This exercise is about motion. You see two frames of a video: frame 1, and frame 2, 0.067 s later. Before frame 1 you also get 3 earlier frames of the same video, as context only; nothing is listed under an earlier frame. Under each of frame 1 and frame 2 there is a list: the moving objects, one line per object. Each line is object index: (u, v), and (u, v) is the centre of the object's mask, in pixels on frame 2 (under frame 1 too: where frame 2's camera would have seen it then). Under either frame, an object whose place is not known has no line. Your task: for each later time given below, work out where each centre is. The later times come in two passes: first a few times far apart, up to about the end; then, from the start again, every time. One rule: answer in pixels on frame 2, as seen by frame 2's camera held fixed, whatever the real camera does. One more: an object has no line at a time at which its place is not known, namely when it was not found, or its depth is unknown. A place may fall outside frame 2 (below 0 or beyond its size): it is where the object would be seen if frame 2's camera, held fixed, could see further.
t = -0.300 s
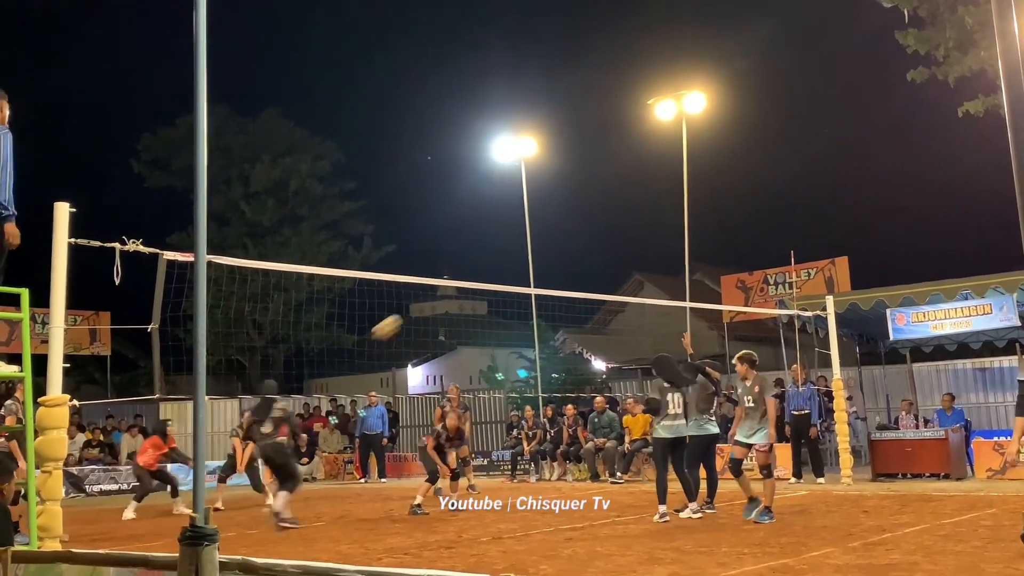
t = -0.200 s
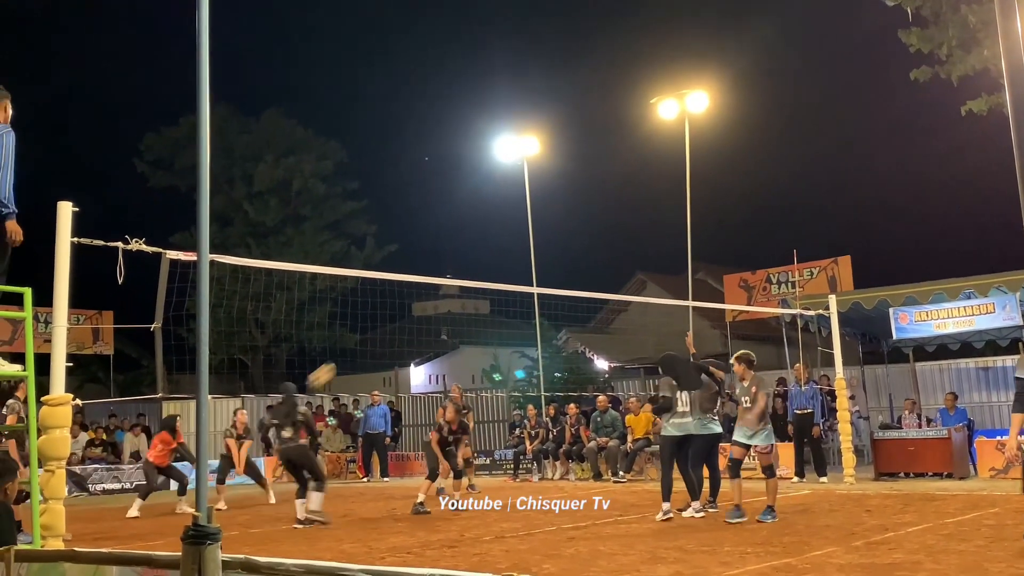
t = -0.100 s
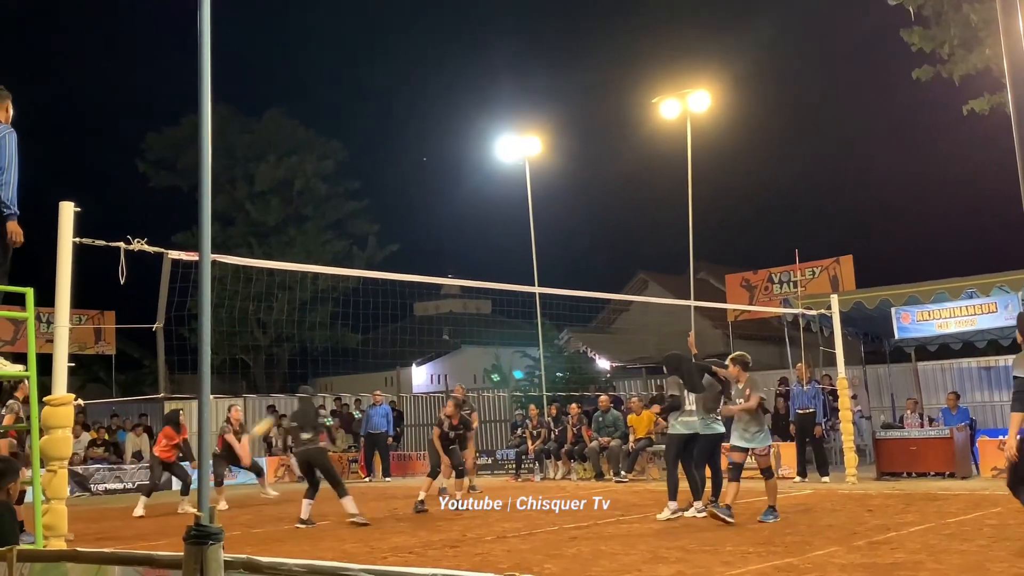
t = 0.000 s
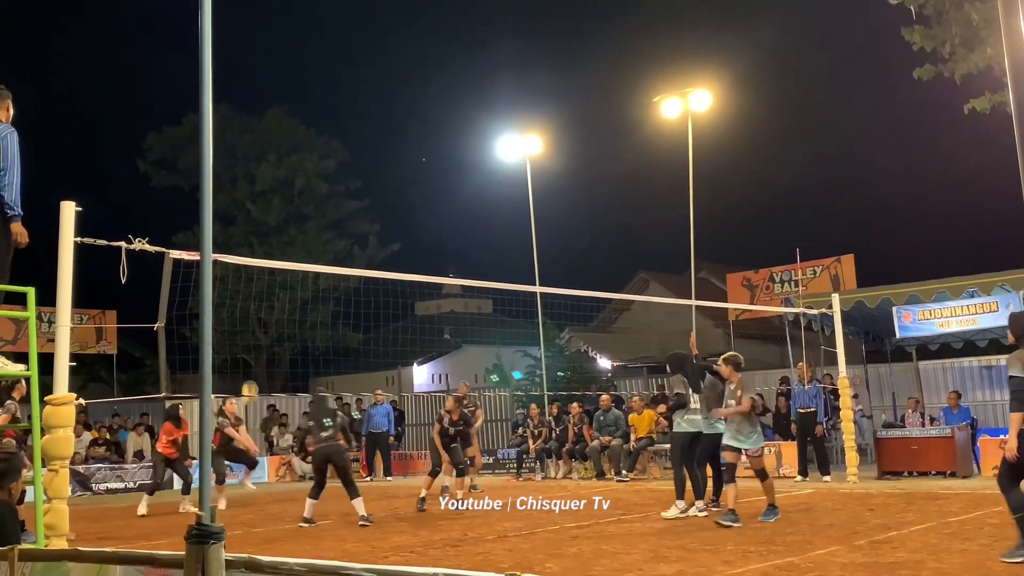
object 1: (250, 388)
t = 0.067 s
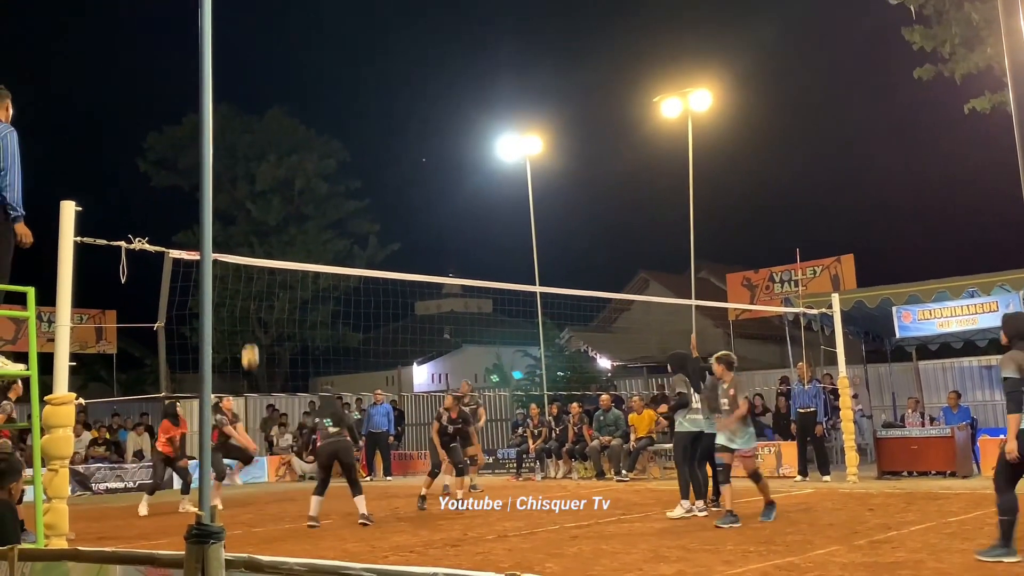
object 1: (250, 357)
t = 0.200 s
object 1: (251, 289)
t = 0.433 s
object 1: (252, 200)
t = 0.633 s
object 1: (253, 154)
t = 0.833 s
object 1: (254, 137)
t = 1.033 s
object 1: (257, 154)
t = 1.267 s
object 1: (260, 225)
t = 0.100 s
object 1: (250, 339)
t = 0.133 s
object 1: (250, 322)
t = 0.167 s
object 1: (251, 306)
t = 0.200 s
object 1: (251, 289)
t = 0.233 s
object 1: (251, 275)
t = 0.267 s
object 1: (251, 260)
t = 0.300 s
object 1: (251, 246)
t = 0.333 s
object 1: (252, 234)
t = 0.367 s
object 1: (252, 222)
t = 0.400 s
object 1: (252, 211)
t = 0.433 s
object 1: (252, 200)
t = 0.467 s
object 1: (253, 191)
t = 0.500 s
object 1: (253, 182)
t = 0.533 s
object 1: (253, 173)
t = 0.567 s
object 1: (253, 166)
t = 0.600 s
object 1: (253, 159)
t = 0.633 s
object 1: (253, 154)
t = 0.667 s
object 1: (254, 149)
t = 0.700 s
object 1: (254, 145)
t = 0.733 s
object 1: (254, 141)
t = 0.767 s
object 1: (254, 139)
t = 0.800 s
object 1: (254, 138)
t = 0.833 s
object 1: (254, 137)
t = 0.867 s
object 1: (255, 137)
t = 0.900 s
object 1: (255, 139)
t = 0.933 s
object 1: (255, 141)
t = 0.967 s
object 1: (256, 145)
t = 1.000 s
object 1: (256, 149)
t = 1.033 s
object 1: (257, 154)
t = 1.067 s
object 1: (256, 161)
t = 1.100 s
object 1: (257, 169)
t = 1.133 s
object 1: (258, 178)
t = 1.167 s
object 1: (258, 188)
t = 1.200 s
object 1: (259, 198)
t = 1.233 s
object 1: (259, 212)
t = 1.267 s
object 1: (260, 225)
